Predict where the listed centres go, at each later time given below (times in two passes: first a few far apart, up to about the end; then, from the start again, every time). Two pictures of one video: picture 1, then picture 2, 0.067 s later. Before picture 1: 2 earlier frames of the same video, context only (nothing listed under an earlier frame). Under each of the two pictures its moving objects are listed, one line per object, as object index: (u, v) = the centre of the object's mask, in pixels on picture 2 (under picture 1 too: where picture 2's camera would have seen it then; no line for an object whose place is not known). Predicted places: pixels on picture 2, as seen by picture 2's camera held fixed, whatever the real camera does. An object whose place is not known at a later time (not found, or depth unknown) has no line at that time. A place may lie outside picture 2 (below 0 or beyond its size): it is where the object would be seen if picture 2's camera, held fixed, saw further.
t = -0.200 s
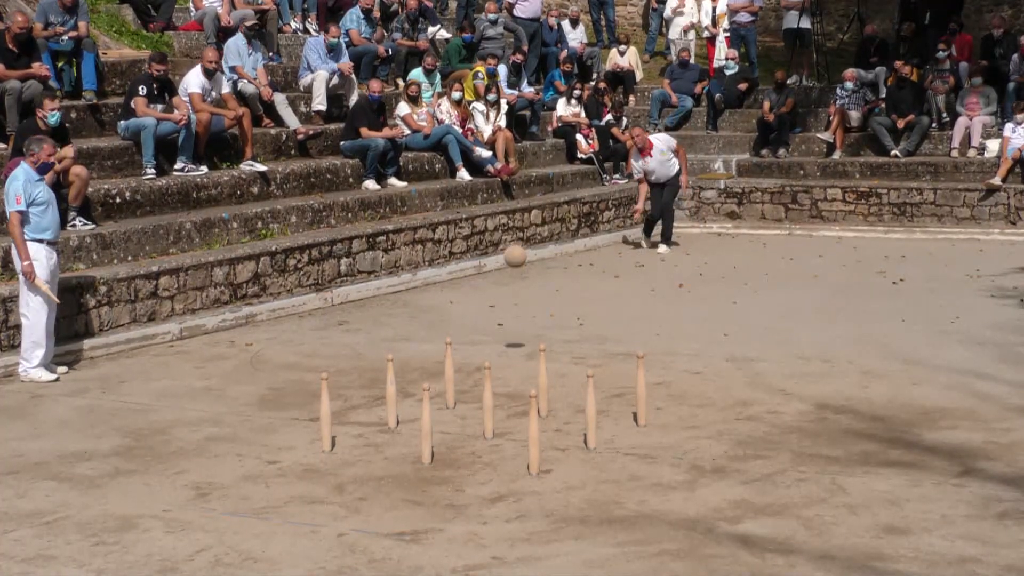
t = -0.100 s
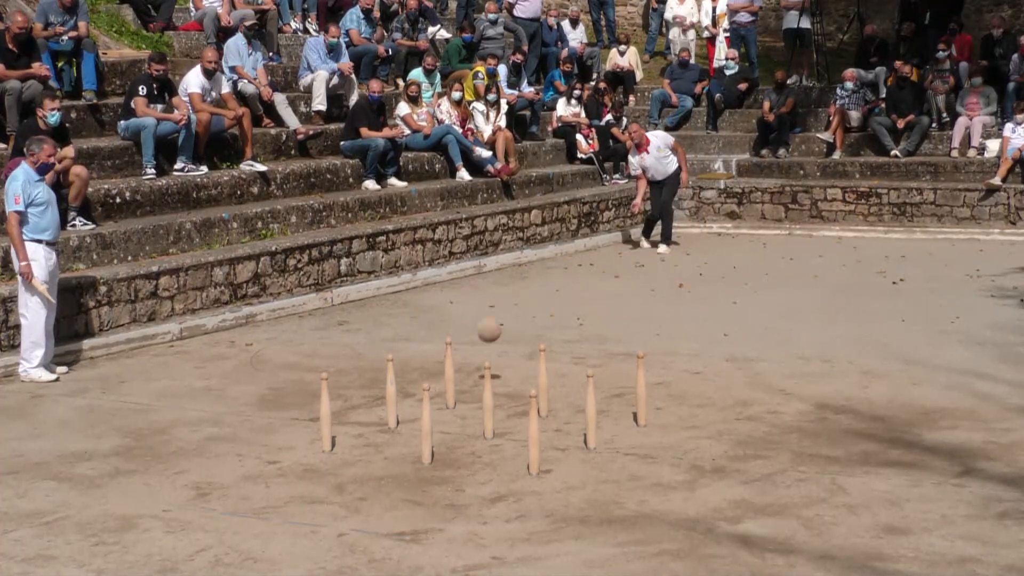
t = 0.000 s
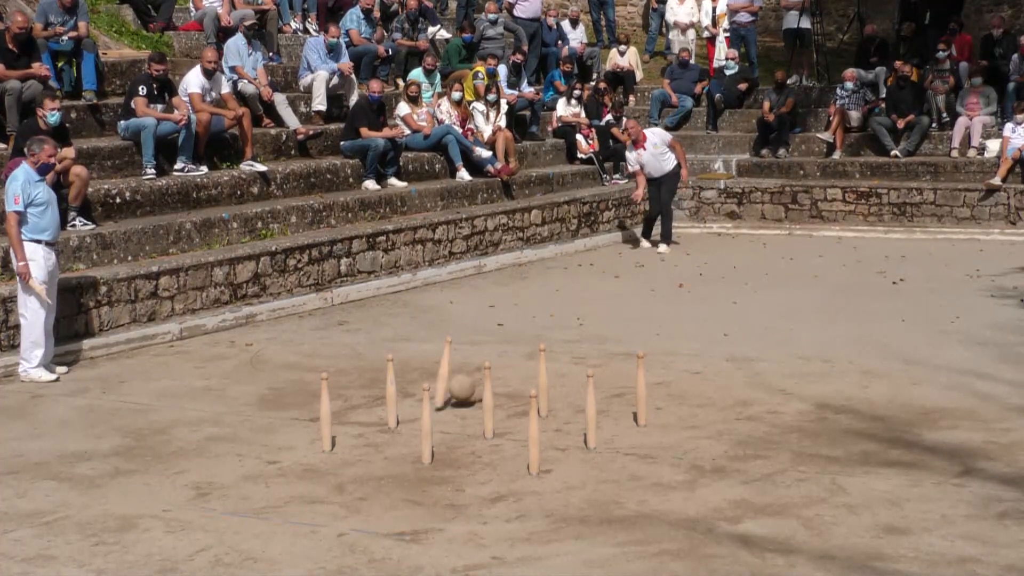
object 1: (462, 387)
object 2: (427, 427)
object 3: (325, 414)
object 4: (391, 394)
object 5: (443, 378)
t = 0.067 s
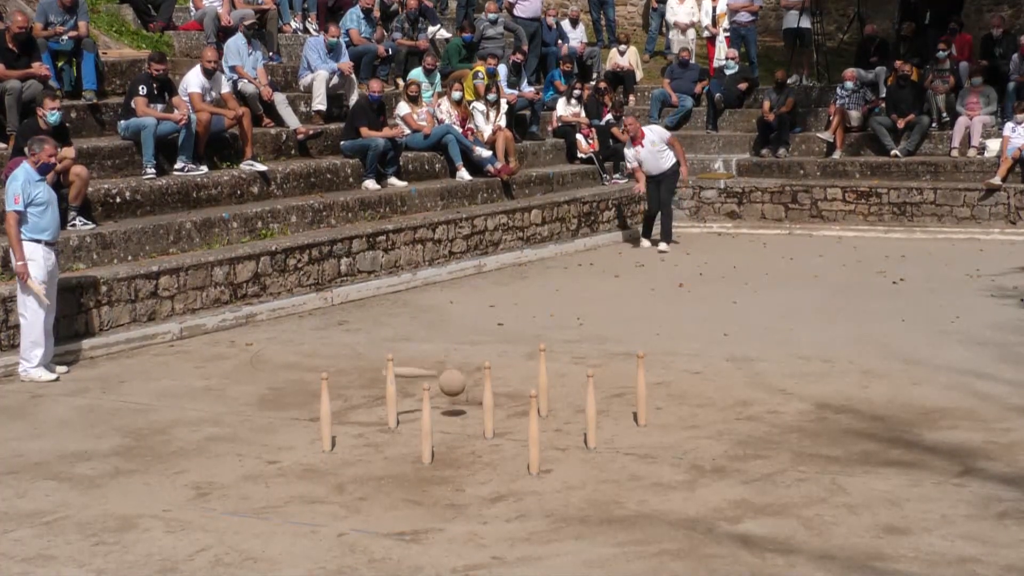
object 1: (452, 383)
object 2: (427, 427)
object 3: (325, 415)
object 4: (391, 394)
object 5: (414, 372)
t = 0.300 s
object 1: (411, 422)
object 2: (433, 437)
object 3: (325, 415)
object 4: (377, 428)
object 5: (284, 410)
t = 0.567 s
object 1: (351, 505)
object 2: (463, 457)
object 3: (316, 418)
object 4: (341, 451)
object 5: (214, 457)
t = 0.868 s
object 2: (502, 547)
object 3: (289, 453)
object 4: (326, 457)
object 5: (202, 469)
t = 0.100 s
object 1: (447, 383)
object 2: (427, 427)
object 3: (325, 415)
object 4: (391, 394)
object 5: (379, 362)
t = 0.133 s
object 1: (443, 385)
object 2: (427, 427)
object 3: (326, 415)
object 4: (390, 394)
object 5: (370, 370)
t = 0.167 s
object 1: (439, 390)
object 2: (427, 428)
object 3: (325, 415)
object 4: (388, 398)
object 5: (354, 381)
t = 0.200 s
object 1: (433, 396)
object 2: (427, 427)
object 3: (325, 415)
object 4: (385, 403)
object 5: (337, 383)
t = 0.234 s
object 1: (421, 405)
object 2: (427, 427)
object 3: (325, 415)
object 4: (383, 411)
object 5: (317, 392)
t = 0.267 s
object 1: (414, 413)
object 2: (429, 431)
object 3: (325, 415)
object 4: (380, 419)
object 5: (293, 400)
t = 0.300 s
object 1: (411, 422)
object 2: (433, 437)
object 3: (325, 415)
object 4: (377, 428)
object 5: (284, 410)
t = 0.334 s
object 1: (403, 433)
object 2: (437, 445)
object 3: (325, 414)
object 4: (376, 441)
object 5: (267, 423)
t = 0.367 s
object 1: (397, 446)
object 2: (441, 452)
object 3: (325, 414)
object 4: (367, 441)
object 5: (260, 434)
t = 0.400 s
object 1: (389, 462)
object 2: (445, 456)
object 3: (325, 415)
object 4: (360, 439)
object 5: (243, 445)
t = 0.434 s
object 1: (381, 480)
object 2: (449, 448)
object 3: (325, 414)
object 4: (358, 442)
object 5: (236, 446)
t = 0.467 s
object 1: (374, 484)
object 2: (452, 446)
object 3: (323, 415)
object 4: (353, 442)
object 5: (230, 447)
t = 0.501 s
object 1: (366, 487)
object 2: (455, 447)
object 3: (321, 416)
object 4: (349, 444)
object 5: (224, 450)
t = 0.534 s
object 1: (359, 496)
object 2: (459, 451)
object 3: (318, 418)
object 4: (345, 446)
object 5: (219, 454)
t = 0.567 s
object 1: (351, 505)
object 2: (463, 457)
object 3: (316, 418)
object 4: (341, 451)
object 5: (214, 457)
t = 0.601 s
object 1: (344, 516)
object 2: (467, 468)
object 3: (314, 418)
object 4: (339, 455)
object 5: (210, 459)
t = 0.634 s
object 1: (336, 520)
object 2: (471, 478)
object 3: (311, 419)
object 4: (336, 457)
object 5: (207, 461)
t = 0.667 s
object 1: (328, 526)
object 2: (476, 494)
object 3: (308, 420)
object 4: (331, 457)
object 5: (204, 464)
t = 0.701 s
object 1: (320, 536)
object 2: (481, 513)
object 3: (306, 423)
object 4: (330, 457)
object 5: (203, 466)
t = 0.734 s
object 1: (312, 548)
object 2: (486, 527)
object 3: (302, 426)
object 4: (328, 457)
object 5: (202, 467)
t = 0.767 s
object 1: (302, 557)
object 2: (491, 533)
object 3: (298, 430)
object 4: (327, 457)
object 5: (202, 468)
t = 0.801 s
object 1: (293, 560)
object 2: (493, 541)
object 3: (297, 436)
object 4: (326, 457)
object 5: (202, 468)
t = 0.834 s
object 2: (499, 549)
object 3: (292, 444)
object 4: (325, 457)
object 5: (202, 469)
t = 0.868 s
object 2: (502, 547)
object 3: (289, 453)
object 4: (326, 457)
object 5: (202, 469)
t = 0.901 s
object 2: (505, 545)
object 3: (286, 456)
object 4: (324, 455)
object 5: (202, 469)
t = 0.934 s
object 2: (509, 546)
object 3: (286, 455)
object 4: (322, 454)
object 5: (203, 469)
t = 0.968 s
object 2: (512, 546)
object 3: (285, 455)
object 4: (321, 454)
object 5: (203, 469)
